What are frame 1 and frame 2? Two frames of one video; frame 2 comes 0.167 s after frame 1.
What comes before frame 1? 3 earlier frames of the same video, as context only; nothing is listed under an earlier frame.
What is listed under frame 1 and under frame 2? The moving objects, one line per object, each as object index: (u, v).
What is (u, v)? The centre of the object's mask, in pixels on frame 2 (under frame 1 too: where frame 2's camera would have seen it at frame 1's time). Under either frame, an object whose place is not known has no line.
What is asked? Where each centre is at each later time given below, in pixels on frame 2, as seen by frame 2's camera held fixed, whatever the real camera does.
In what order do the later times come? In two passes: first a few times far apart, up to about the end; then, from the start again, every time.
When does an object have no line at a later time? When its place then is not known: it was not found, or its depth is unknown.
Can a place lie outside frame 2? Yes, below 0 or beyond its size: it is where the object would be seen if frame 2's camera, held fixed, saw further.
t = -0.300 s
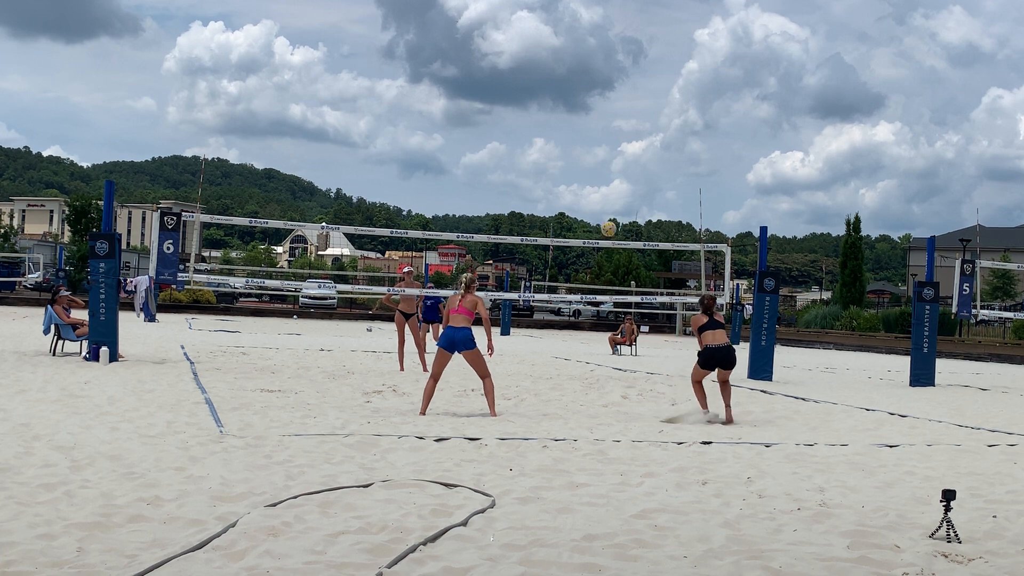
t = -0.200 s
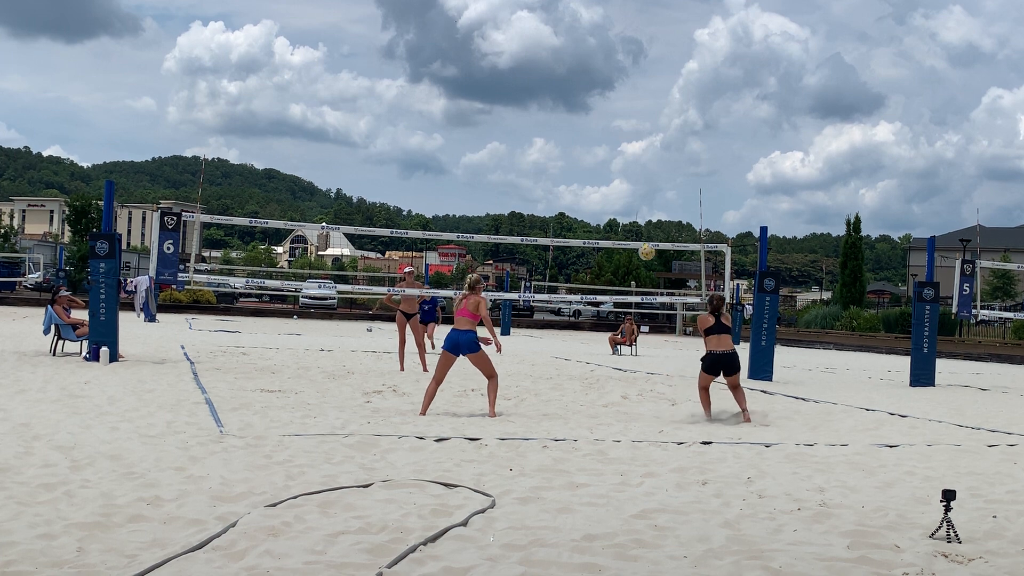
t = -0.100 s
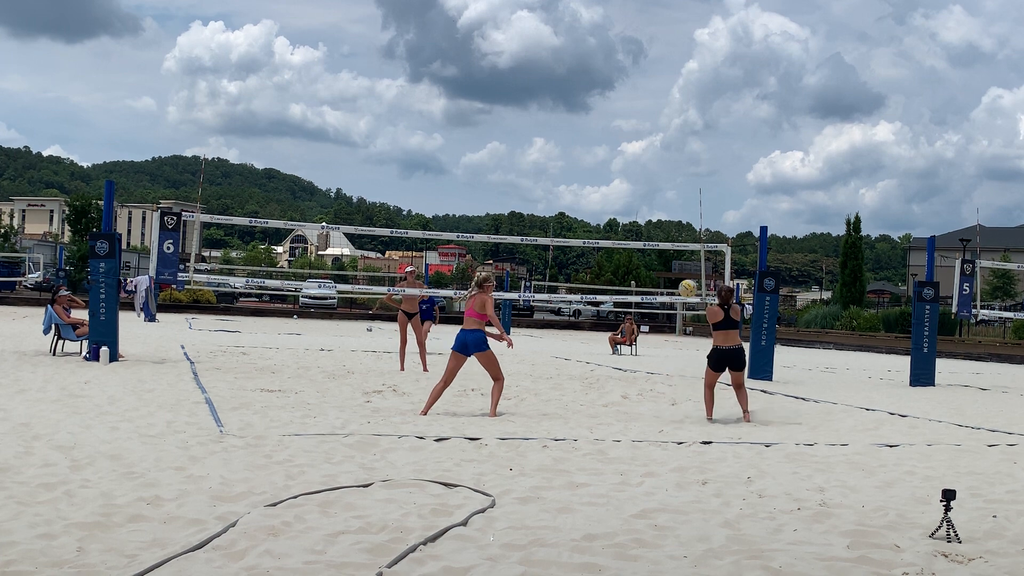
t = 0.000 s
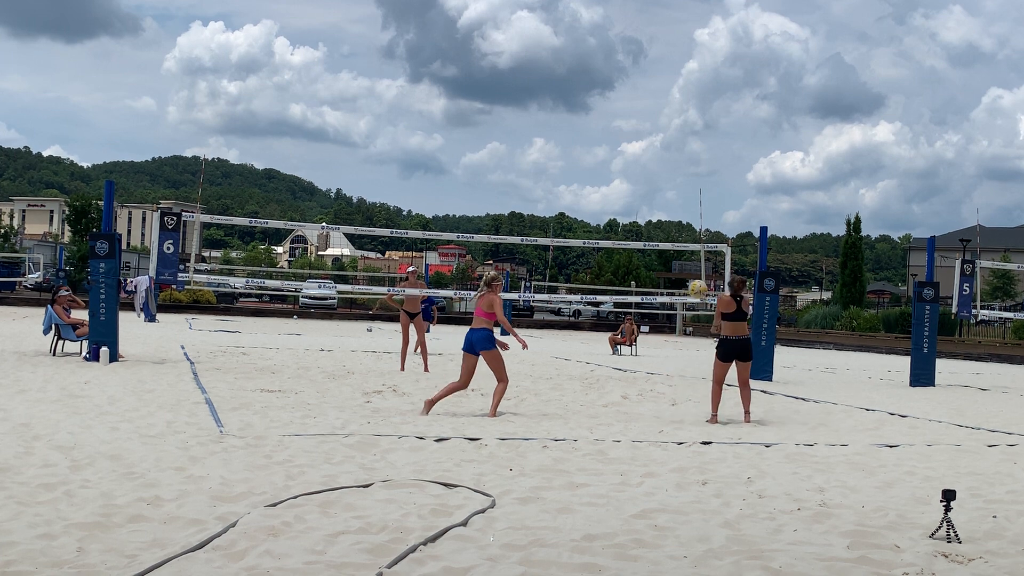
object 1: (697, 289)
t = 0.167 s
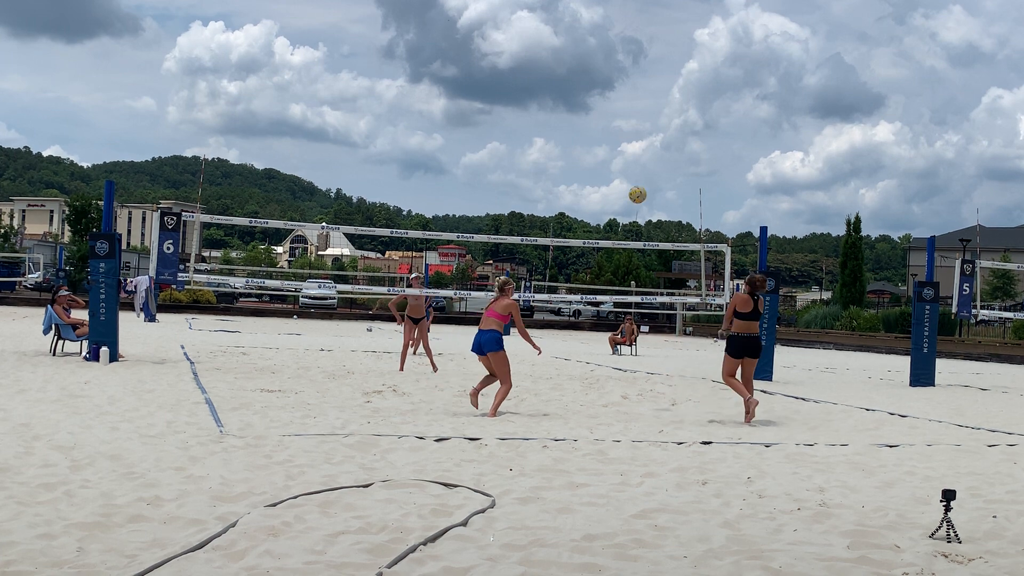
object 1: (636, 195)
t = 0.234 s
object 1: (615, 165)
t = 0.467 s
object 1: (545, 96)
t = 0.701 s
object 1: (482, 73)
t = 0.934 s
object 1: (424, 88)
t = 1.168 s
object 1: (372, 135)
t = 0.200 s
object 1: (625, 179)
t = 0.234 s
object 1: (615, 165)
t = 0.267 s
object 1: (604, 153)
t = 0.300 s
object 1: (594, 141)
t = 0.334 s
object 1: (584, 130)
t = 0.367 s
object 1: (572, 120)
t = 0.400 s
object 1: (563, 111)
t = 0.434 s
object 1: (554, 103)
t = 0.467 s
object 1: (545, 96)
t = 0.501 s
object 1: (535, 91)
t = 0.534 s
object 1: (526, 85)
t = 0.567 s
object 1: (517, 81)
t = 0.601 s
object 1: (507, 78)
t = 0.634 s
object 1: (499, 75)
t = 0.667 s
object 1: (490, 74)
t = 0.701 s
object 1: (482, 73)
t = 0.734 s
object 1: (474, 72)
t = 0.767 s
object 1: (465, 73)
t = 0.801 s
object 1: (456, 75)
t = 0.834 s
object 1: (448, 77)
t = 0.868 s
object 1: (440, 80)
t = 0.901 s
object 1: (432, 83)
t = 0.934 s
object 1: (424, 88)
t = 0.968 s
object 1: (417, 92)
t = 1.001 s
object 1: (409, 98)
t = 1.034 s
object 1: (401, 104)
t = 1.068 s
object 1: (394, 110)
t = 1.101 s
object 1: (387, 118)
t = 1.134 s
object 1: (379, 126)
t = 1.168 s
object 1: (372, 135)
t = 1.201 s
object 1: (365, 144)
